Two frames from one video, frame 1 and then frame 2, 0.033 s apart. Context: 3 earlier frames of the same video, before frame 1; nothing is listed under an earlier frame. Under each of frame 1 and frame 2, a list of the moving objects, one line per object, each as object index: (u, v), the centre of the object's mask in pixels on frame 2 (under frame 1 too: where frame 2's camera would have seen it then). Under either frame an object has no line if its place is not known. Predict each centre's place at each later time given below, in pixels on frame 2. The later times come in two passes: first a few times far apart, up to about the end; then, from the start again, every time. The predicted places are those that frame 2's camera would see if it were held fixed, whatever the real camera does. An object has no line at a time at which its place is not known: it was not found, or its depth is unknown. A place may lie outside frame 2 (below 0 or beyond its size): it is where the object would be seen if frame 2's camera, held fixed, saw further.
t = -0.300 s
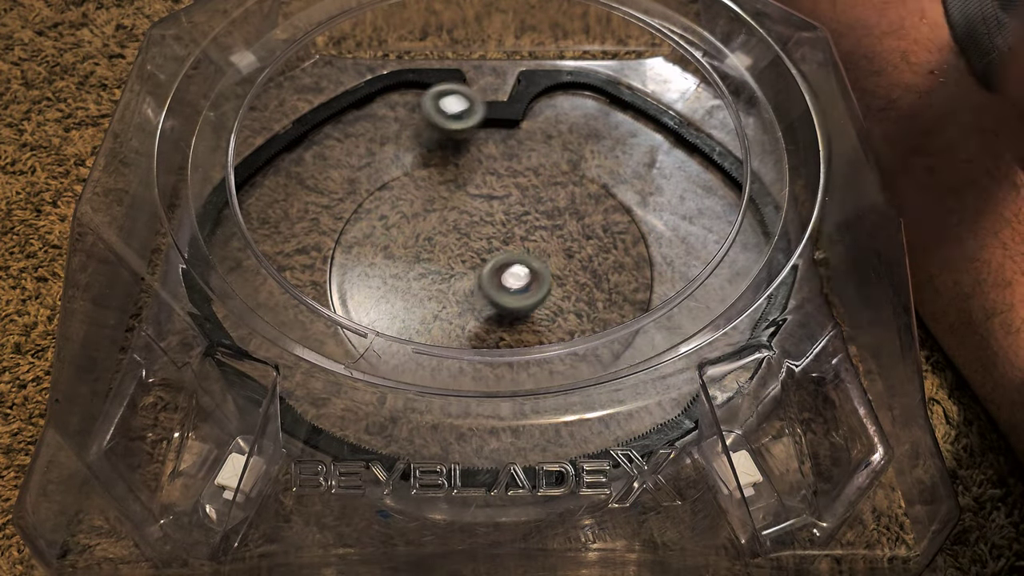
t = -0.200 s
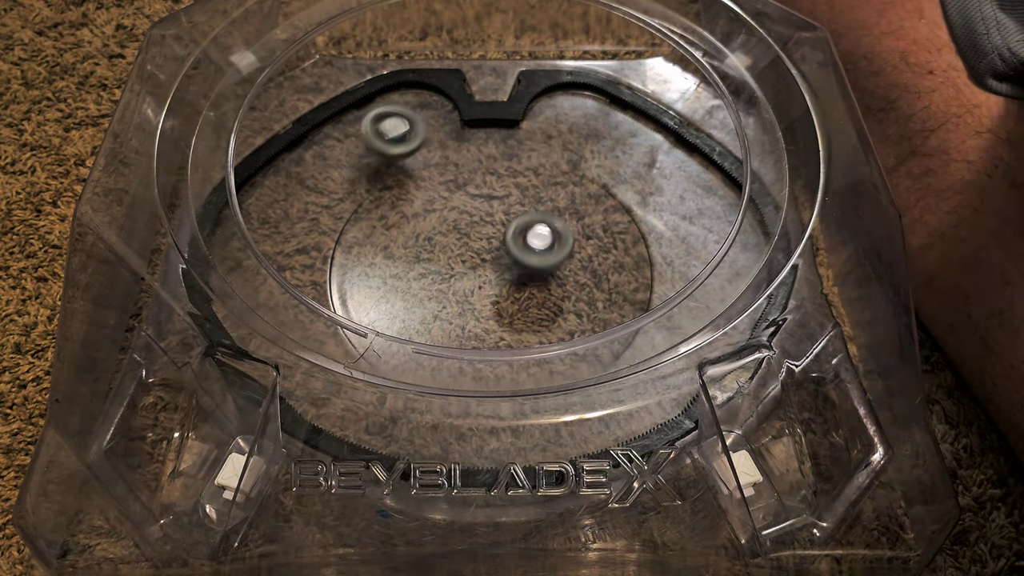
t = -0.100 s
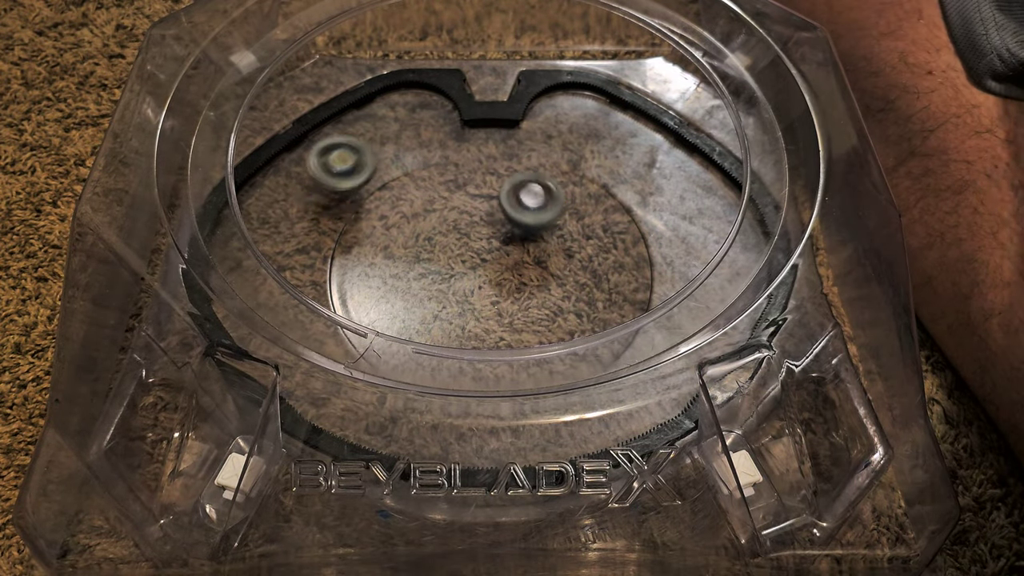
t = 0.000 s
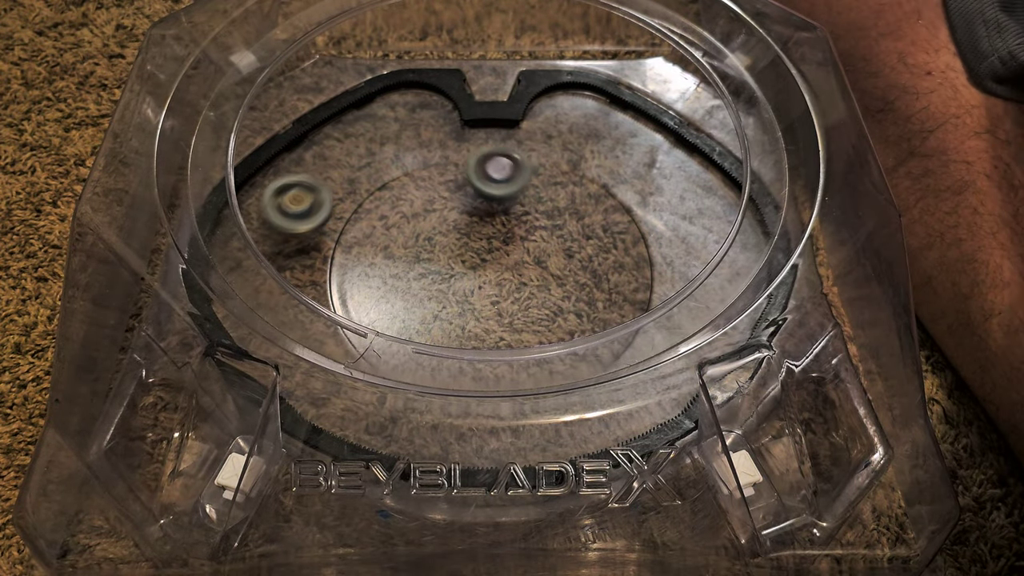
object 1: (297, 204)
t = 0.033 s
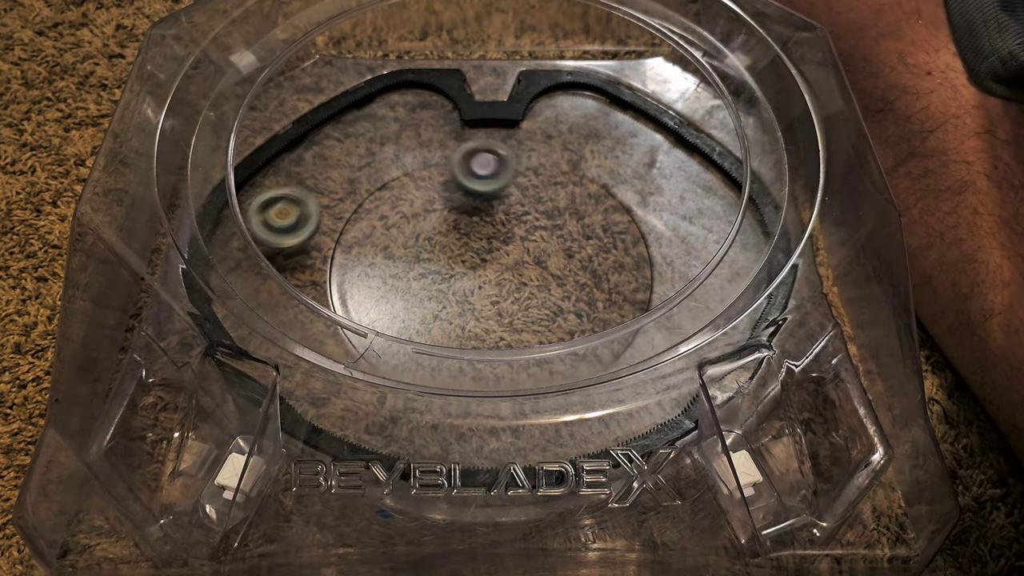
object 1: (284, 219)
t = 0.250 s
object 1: (257, 273)
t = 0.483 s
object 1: (371, 281)
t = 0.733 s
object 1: (563, 213)
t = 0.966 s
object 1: (515, 105)
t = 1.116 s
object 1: (434, 143)
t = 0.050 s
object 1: (279, 225)
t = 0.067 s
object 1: (276, 229)
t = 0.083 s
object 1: (266, 236)
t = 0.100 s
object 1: (261, 241)
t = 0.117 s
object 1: (256, 247)
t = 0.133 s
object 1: (251, 252)
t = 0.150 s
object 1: (250, 256)
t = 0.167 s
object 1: (250, 259)
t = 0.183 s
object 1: (250, 262)
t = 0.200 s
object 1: (250, 265)
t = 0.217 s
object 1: (252, 268)
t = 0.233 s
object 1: (254, 271)
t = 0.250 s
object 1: (257, 273)
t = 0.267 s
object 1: (260, 275)
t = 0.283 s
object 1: (264, 277)
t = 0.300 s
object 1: (268, 279)
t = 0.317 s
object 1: (273, 280)
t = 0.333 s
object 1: (280, 281)
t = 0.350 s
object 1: (288, 281)
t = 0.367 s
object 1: (295, 281)
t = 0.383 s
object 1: (304, 280)
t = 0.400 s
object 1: (315, 279)
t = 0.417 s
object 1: (325, 277)
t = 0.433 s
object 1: (334, 279)
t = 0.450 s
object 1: (344, 282)
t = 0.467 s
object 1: (356, 281)
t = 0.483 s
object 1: (371, 281)
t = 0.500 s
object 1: (386, 280)
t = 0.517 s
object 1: (402, 279)
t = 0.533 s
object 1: (418, 278)
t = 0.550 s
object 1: (433, 277)
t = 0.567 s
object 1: (452, 274)
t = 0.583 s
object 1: (469, 272)
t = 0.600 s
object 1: (489, 269)
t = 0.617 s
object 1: (502, 263)
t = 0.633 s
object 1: (512, 257)
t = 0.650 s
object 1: (523, 249)
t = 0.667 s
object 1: (533, 242)
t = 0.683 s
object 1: (541, 234)
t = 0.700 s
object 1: (548, 229)
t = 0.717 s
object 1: (557, 220)
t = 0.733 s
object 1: (563, 213)
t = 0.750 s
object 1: (569, 207)
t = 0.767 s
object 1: (574, 200)
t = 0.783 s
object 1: (577, 194)
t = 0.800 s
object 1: (580, 186)
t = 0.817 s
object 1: (580, 179)
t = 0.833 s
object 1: (573, 164)
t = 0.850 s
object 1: (566, 154)
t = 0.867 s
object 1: (558, 147)
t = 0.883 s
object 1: (552, 137)
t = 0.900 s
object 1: (543, 129)
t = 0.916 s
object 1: (537, 122)
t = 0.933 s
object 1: (529, 115)
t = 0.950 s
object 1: (522, 110)
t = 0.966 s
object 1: (515, 105)
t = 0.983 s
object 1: (506, 106)
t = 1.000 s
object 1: (497, 109)
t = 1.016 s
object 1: (488, 112)
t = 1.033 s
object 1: (479, 116)
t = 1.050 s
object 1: (470, 121)
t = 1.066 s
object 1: (461, 125)
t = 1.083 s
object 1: (451, 131)
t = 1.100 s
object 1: (442, 137)
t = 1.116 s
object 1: (434, 143)
